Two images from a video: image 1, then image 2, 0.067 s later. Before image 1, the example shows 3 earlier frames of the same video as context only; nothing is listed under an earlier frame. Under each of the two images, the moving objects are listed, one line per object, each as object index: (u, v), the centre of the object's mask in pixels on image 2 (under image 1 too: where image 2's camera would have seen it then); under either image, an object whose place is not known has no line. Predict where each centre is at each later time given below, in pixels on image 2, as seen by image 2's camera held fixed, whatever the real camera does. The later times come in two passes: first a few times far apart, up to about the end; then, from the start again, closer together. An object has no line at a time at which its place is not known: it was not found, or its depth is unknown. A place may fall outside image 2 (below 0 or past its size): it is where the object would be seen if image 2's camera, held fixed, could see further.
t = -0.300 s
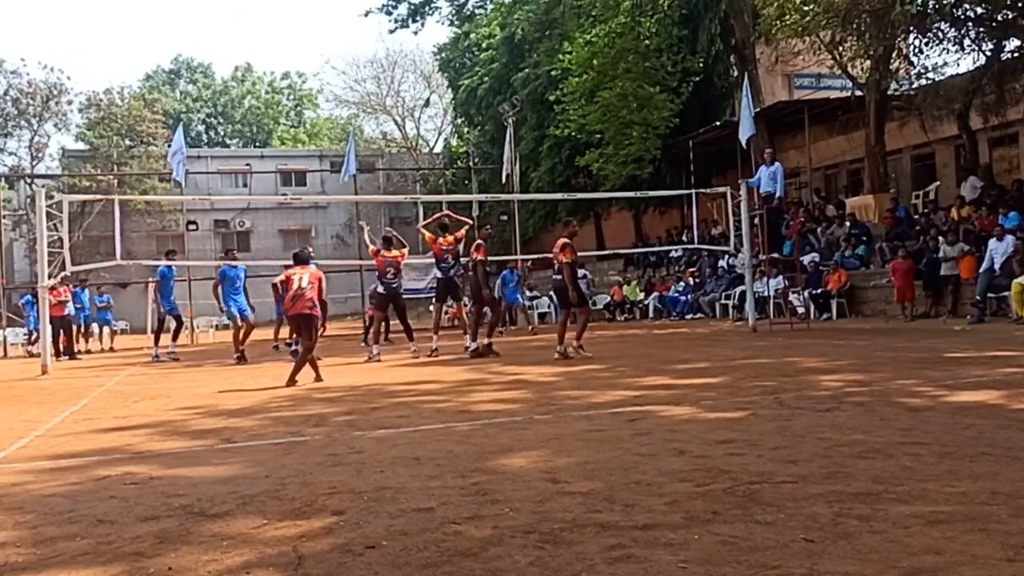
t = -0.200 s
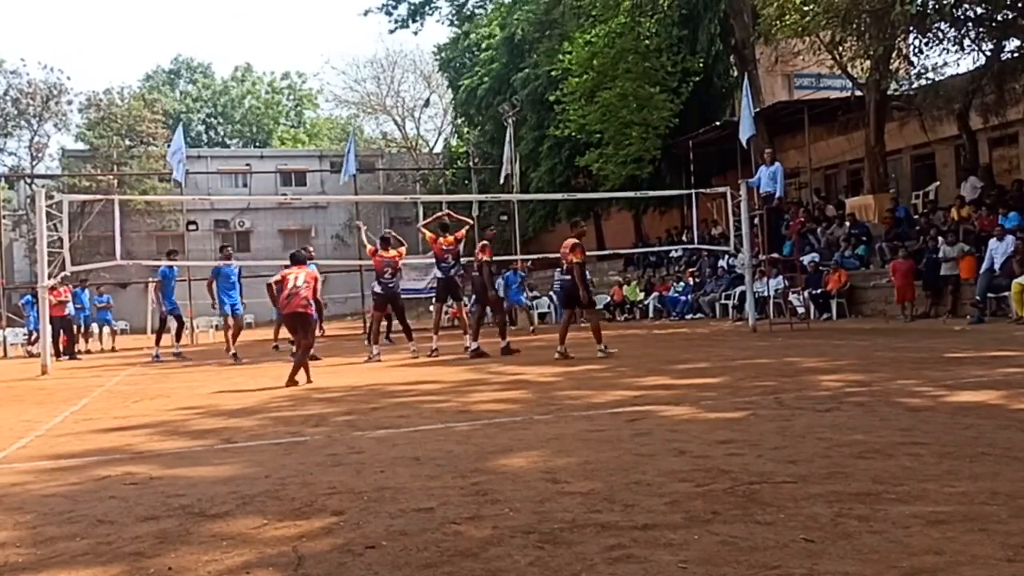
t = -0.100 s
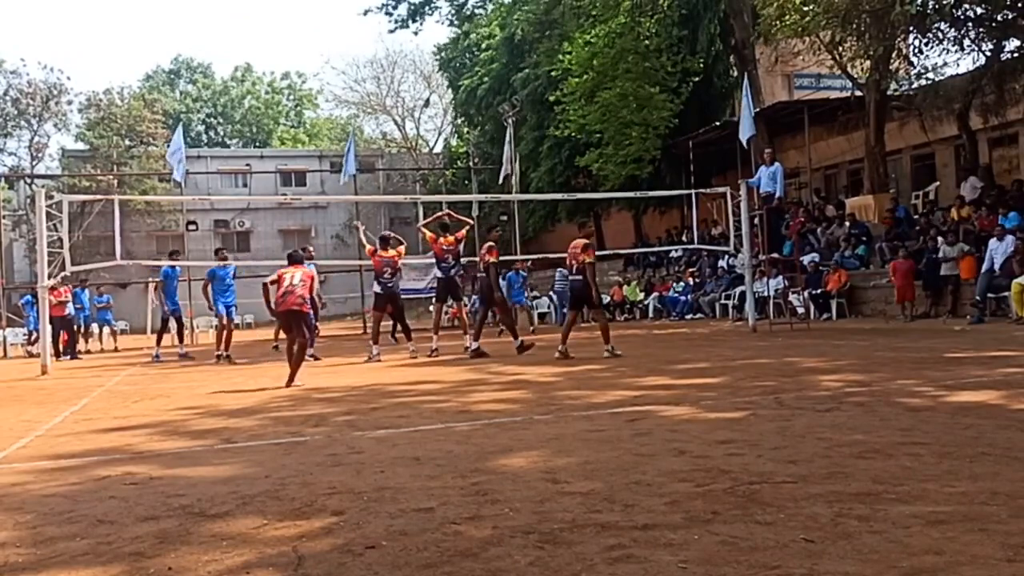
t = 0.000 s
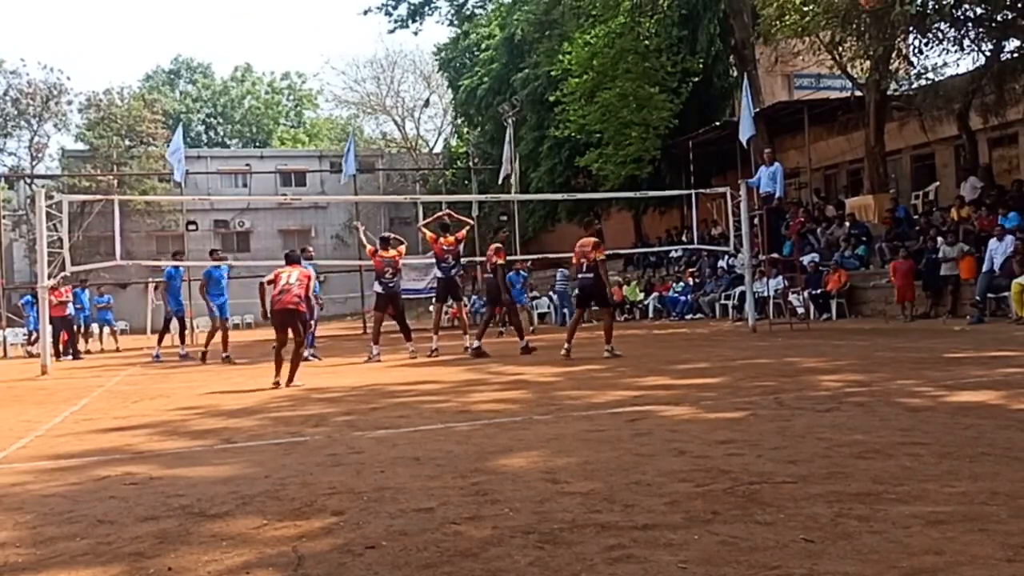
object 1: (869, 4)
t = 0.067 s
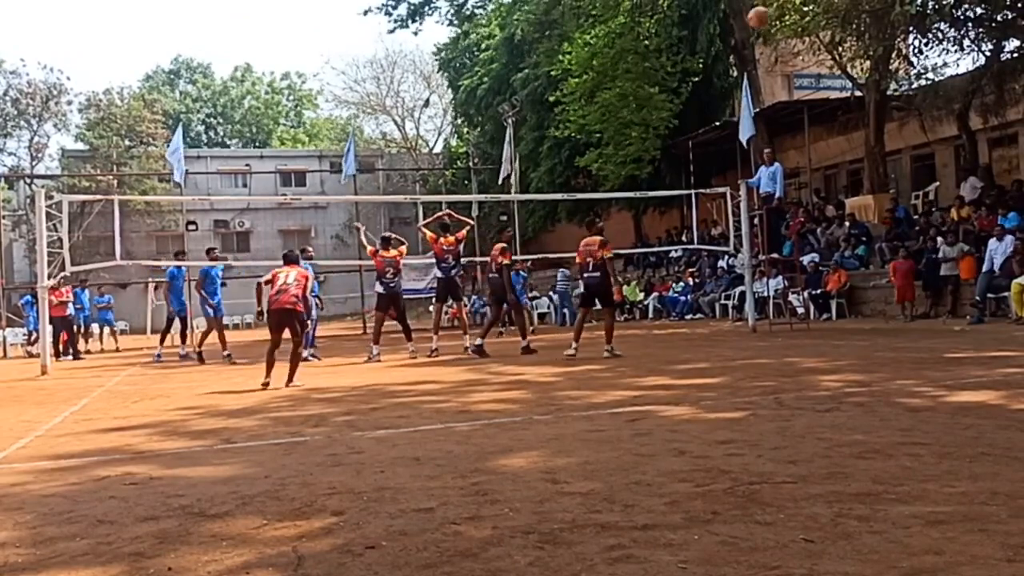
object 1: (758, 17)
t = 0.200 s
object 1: (592, 66)
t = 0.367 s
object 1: (450, 132)
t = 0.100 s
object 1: (710, 29)
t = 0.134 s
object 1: (667, 41)
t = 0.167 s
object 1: (627, 53)
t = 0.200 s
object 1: (592, 66)
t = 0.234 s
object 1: (559, 79)
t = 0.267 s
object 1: (528, 92)
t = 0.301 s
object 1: (501, 105)
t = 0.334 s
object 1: (474, 119)
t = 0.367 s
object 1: (450, 132)
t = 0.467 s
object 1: (386, 172)
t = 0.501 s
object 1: (366, 185)
